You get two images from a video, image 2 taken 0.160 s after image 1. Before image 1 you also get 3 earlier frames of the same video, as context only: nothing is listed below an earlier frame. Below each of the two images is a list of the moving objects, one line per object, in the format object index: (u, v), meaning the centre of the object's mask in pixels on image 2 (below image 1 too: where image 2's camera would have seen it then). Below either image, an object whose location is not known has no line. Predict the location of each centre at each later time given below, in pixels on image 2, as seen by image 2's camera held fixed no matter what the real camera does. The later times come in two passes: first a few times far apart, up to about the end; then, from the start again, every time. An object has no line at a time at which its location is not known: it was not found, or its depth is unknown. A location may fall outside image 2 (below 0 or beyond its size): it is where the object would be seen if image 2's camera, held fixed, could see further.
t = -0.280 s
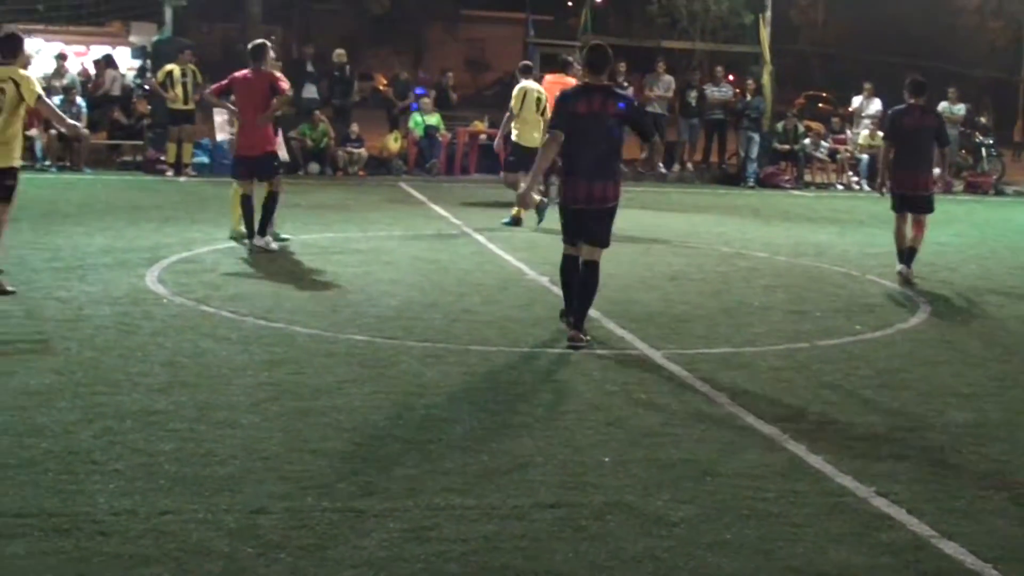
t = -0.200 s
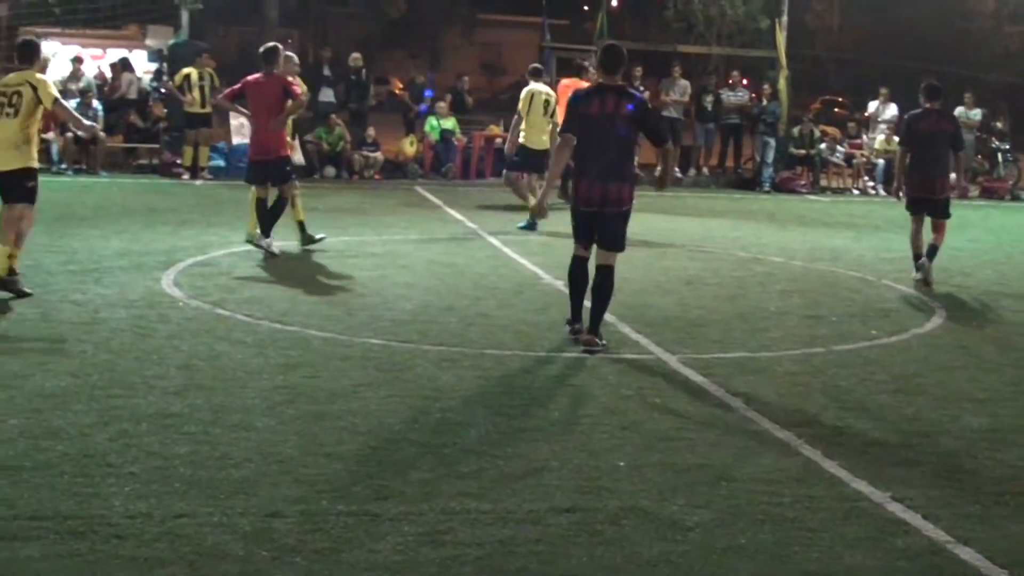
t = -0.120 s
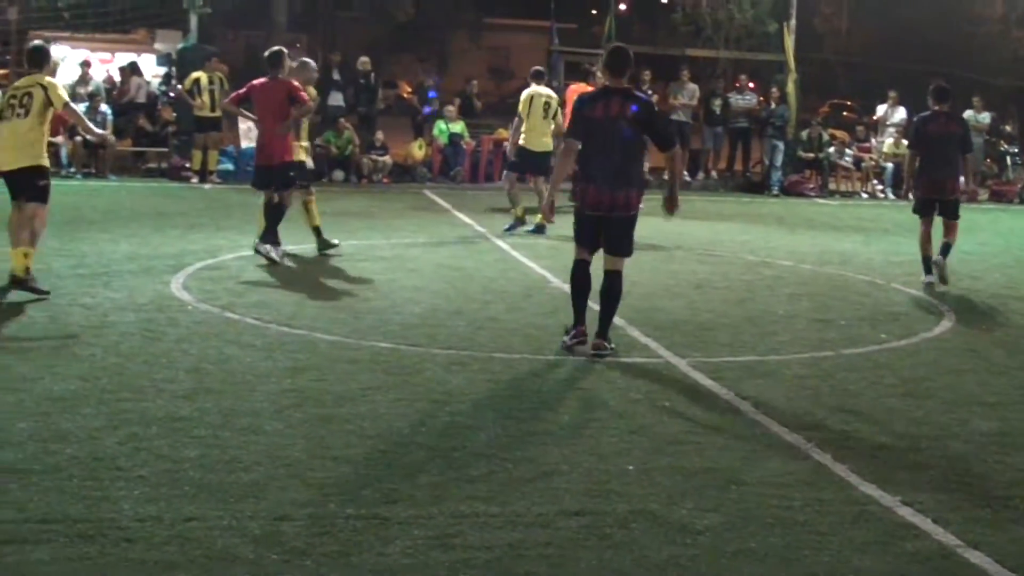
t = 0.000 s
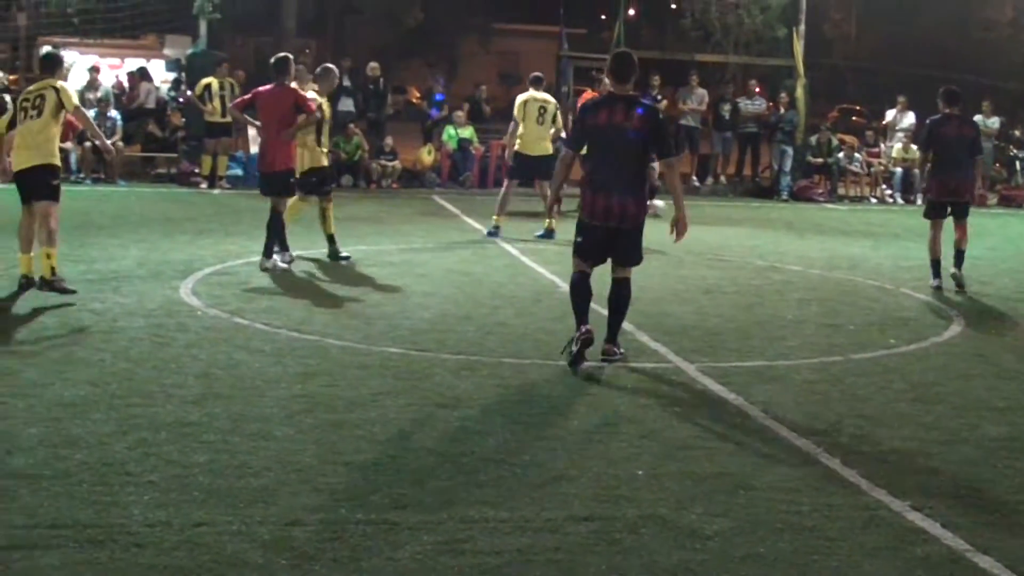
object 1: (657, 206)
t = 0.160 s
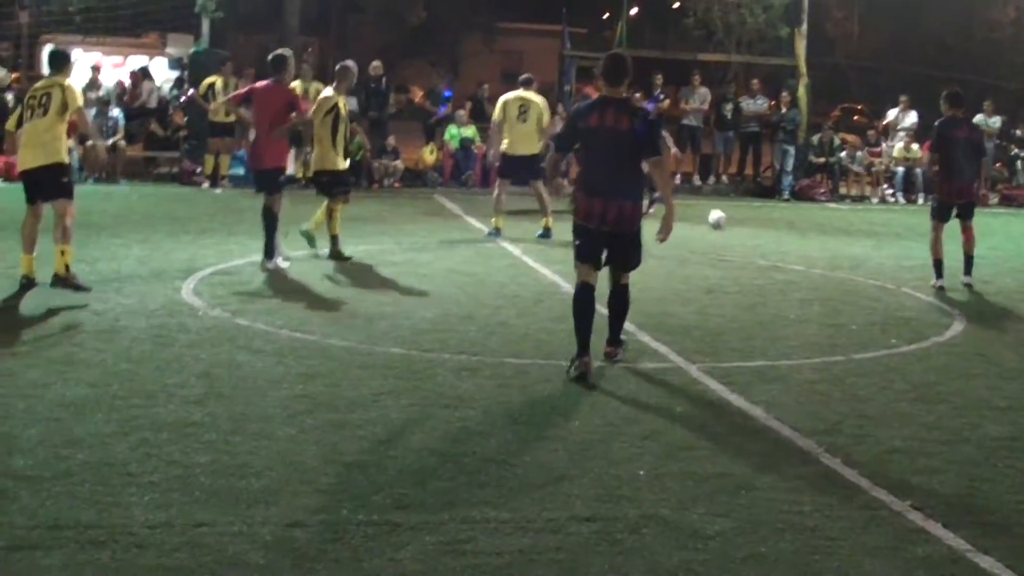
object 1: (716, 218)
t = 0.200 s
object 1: (732, 221)
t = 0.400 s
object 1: (807, 237)
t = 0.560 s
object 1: (864, 248)
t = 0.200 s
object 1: (732, 221)
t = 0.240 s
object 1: (747, 226)
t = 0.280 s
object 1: (761, 228)
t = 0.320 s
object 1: (776, 231)
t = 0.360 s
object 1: (791, 234)
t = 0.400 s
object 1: (807, 237)
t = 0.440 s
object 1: (821, 240)
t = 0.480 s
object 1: (836, 242)
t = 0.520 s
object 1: (850, 245)
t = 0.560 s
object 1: (864, 248)
